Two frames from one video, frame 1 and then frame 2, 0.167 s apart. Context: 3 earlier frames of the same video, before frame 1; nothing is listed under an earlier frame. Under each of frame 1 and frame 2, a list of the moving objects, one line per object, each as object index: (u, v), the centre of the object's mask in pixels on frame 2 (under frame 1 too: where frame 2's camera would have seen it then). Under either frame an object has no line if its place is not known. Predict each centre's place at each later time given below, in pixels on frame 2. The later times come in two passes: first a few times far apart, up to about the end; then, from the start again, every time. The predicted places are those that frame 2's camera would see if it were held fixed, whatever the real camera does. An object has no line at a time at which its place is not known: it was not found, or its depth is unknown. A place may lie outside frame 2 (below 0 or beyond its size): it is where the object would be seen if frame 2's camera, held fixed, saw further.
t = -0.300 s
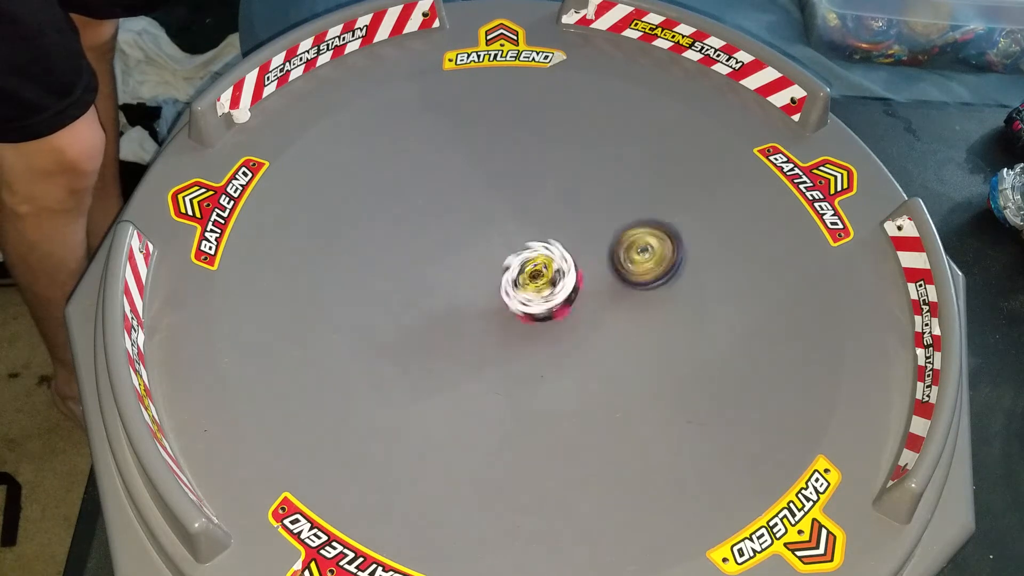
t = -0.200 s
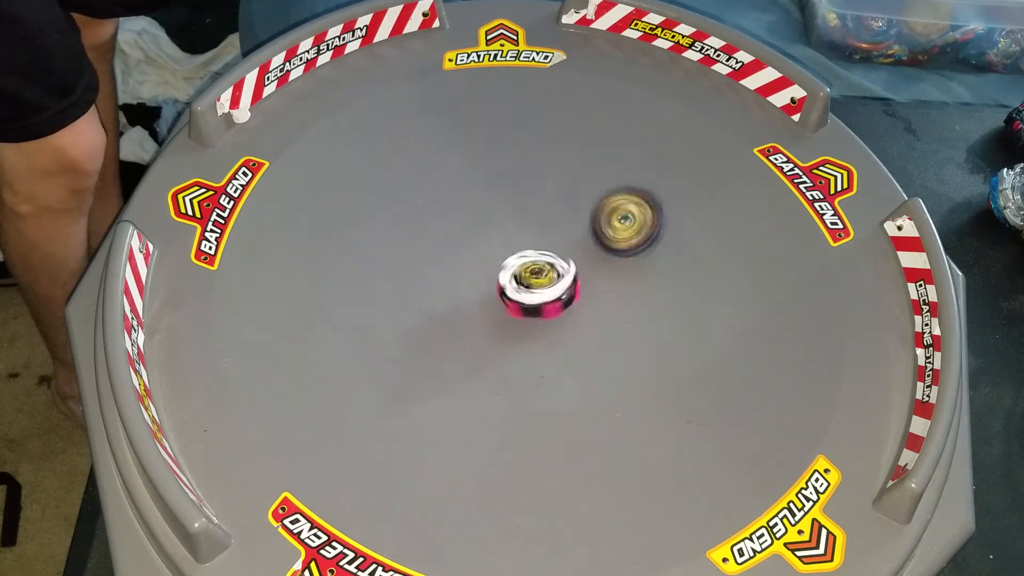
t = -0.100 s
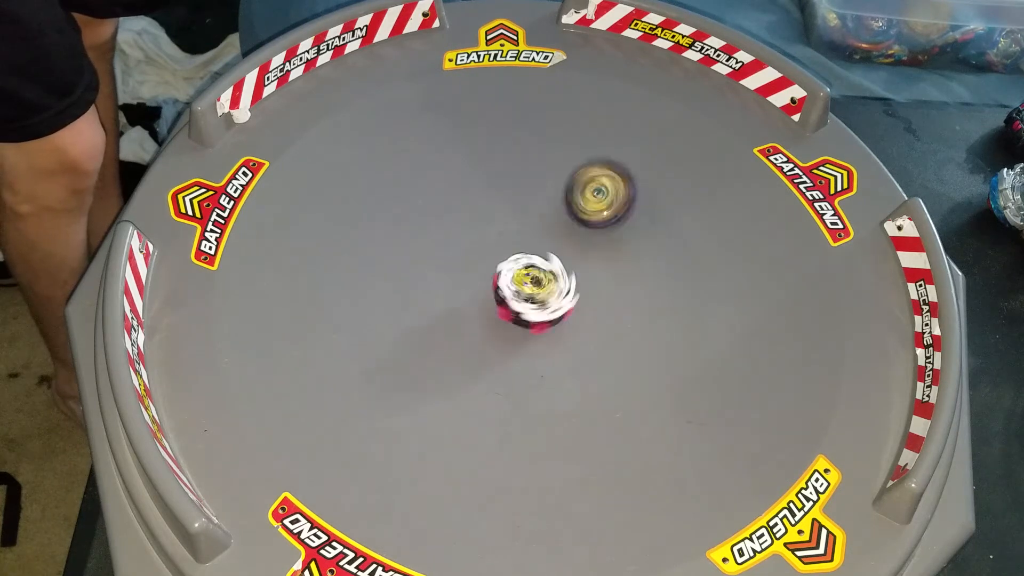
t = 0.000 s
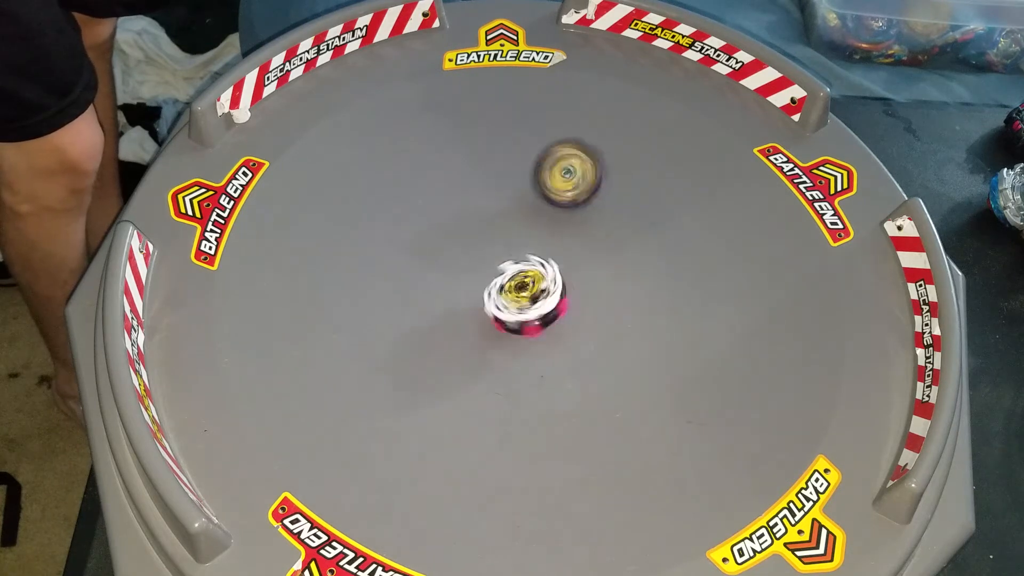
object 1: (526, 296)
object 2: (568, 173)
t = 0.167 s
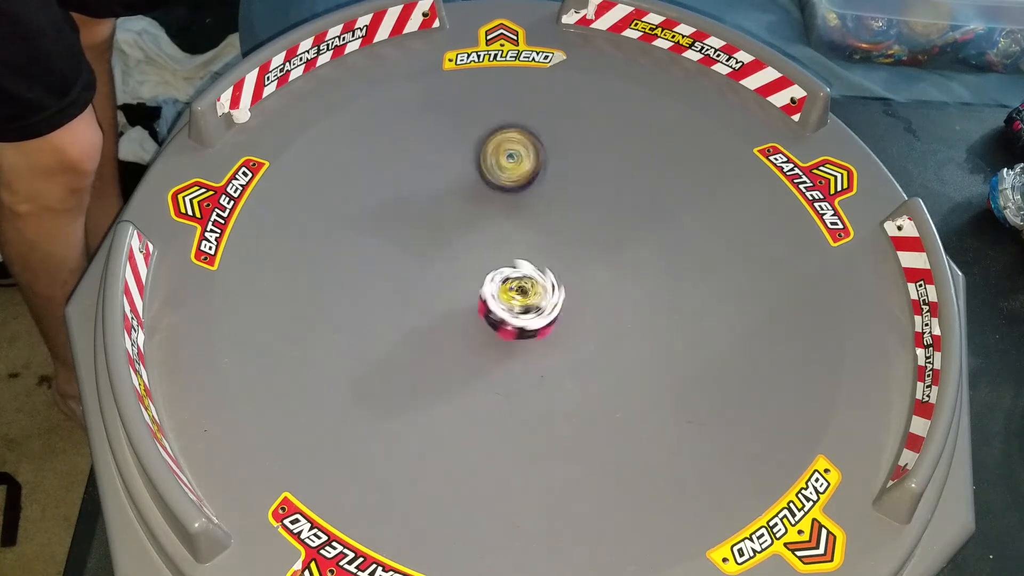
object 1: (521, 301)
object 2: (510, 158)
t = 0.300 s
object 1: (516, 304)
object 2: (465, 162)
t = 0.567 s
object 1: (516, 296)
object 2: (397, 215)
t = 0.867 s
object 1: (525, 283)
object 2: (401, 319)
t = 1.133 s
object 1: (528, 278)
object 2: (486, 392)
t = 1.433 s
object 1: (528, 277)
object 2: (607, 391)
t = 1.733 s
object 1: (527, 276)
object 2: (652, 311)
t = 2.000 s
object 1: (527, 277)
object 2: (611, 232)
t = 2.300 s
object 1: (522, 279)
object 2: (514, 187)
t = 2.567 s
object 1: (517, 283)
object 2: (429, 204)
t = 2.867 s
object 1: (516, 287)
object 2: (397, 278)
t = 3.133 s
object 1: (518, 283)
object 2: (451, 349)
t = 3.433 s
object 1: (521, 282)
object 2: (560, 366)
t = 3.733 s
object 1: (521, 282)
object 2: (626, 310)
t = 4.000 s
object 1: (521, 282)
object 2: (605, 245)
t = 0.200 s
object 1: (517, 302)
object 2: (499, 157)
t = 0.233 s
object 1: (515, 303)
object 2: (487, 158)
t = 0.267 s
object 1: (515, 304)
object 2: (475, 159)
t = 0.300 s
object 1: (516, 304)
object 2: (465, 162)
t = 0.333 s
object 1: (516, 303)
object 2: (454, 165)
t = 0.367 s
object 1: (516, 301)
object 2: (443, 170)
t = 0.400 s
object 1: (517, 300)
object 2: (434, 175)
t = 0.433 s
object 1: (517, 298)
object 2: (425, 182)
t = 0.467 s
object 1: (516, 298)
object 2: (417, 189)
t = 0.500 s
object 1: (515, 298)
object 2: (409, 197)
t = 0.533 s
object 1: (514, 297)
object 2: (402, 206)
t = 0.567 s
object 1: (516, 296)
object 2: (397, 215)
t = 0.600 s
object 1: (519, 295)
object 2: (392, 226)
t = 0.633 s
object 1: (521, 294)
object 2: (388, 236)
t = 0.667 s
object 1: (520, 292)
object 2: (386, 247)
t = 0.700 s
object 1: (519, 289)
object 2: (385, 259)
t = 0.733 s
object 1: (519, 287)
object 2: (386, 271)
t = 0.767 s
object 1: (521, 286)
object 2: (388, 283)
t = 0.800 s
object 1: (523, 285)
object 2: (391, 295)
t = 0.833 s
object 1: (524, 284)
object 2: (395, 307)
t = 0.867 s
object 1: (525, 283)
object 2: (401, 319)
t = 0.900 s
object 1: (525, 281)
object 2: (408, 330)
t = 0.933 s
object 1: (525, 279)
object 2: (416, 341)
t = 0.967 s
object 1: (525, 277)
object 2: (426, 352)
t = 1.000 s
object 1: (524, 277)
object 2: (437, 362)
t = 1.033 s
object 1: (524, 276)
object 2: (447, 371)
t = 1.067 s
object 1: (524, 277)
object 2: (459, 379)
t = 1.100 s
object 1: (526, 278)
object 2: (472, 386)
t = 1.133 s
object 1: (528, 278)
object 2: (486, 392)
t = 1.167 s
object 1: (529, 278)
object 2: (501, 398)
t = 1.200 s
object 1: (529, 277)
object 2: (514, 402)
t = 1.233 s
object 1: (528, 276)
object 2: (529, 404)
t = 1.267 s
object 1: (527, 274)
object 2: (543, 404)
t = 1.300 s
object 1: (526, 274)
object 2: (558, 404)
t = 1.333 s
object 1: (527, 276)
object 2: (570, 403)
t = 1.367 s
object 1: (527, 277)
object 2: (582, 400)
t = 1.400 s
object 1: (527, 277)
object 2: (594, 396)
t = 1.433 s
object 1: (528, 277)
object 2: (607, 391)
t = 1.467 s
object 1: (528, 276)
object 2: (615, 385)
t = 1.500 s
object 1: (528, 276)
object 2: (625, 377)
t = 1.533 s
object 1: (528, 277)
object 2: (632, 370)
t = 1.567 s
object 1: (527, 278)
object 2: (639, 361)
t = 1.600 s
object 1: (526, 278)
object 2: (643, 353)
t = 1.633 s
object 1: (526, 277)
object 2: (648, 342)
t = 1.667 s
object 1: (525, 276)
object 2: (650, 333)
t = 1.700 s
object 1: (525, 276)
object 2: (651, 322)
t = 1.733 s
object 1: (527, 276)
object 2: (652, 311)
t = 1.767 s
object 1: (527, 276)
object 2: (649, 301)
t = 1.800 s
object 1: (527, 276)
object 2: (647, 289)
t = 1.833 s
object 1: (526, 276)
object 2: (644, 280)
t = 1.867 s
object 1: (526, 276)
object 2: (638, 269)
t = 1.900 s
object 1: (526, 276)
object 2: (633, 259)
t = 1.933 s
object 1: (527, 277)
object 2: (626, 249)
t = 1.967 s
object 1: (527, 277)
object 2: (619, 240)
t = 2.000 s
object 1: (527, 277)
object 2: (611, 232)
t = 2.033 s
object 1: (526, 277)
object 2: (602, 224)
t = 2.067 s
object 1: (525, 277)
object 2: (592, 217)
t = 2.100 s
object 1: (525, 277)
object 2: (583, 210)
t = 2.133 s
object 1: (524, 278)
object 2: (572, 204)
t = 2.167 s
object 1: (524, 278)
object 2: (561, 199)
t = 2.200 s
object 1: (524, 278)
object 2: (549, 195)
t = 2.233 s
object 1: (523, 279)
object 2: (538, 191)
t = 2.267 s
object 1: (523, 279)
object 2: (527, 189)
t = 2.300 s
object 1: (522, 279)
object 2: (514, 187)
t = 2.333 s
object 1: (521, 280)
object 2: (503, 186)
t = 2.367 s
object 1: (520, 280)
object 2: (490, 186)
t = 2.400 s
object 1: (520, 280)
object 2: (479, 187)
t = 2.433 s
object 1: (519, 281)
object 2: (468, 188)
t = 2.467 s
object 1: (518, 281)
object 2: (458, 191)
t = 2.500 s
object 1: (518, 282)
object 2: (447, 194)
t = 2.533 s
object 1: (517, 283)
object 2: (438, 198)
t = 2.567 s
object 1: (517, 283)
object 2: (429, 204)
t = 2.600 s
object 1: (516, 284)
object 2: (422, 209)
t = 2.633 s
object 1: (516, 285)
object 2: (414, 216)
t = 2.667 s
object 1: (516, 286)
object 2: (408, 223)
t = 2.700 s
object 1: (516, 286)
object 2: (403, 231)
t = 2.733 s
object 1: (516, 286)
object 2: (400, 240)
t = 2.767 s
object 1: (516, 287)
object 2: (397, 249)
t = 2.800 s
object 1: (516, 287)
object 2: (395, 258)
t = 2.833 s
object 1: (516, 287)
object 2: (396, 268)
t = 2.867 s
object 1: (516, 287)
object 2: (397, 278)
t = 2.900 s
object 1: (516, 286)
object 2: (399, 288)
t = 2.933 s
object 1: (516, 286)
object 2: (403, 298)
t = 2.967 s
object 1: (516, 285)
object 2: (408, 307)
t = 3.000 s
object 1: (516, 285)
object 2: (415, 316)
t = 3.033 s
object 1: (516, 284)
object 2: (423, 326)
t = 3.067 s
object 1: (517, 284)
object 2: (431, 333)
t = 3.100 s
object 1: (517, 283)
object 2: (441, 342)
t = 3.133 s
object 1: (518, 283)
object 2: (451, 349)
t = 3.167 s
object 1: (518, 282)
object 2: (462, 354)
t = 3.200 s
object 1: (519, 282)
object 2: (473, 360)
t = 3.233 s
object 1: (519, 282)
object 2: (486, 363)
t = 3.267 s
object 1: (519, 282)
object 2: (498, 367)
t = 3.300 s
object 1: (520, 282)
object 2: (511, 368)
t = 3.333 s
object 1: (520, 282)
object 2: (524, 371)
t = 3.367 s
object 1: (520, 282)
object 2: (536, 369)
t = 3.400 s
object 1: (521, 282)
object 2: (549, 369)
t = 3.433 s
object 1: (521, 282)
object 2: (560, 366)
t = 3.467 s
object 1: (521, 282)
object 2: (572, 364)
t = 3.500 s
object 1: (521, 282)
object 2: (582, 359)
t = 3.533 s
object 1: (521, 282)
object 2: (592, 355)
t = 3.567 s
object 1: (521, 282)
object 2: (600, 347)
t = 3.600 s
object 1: (521, 282)
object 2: (608, 342)
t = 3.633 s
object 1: (521, 282)
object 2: (615, 334)
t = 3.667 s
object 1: (520, 282)
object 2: (619, 327)
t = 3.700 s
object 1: (521, 282)
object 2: (624, 317)
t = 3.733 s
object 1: (521, 282)
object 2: (626, 310)
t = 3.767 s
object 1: (521, 282)
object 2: (628, 301)
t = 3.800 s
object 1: (521, 282)
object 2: (627, 293)
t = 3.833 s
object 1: (521, 282)
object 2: (627, 284)
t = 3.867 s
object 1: (521, 282)
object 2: (624, 276)
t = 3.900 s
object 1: (521, 282)
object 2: (621, 267)
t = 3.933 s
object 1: (521, 282)
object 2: (617, 259)
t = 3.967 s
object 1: (521, 282)
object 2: (611, 252)
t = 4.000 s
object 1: (521, 282)
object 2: (605, 245)
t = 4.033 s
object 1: (521, 282)
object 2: (597, 239)
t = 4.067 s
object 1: (521, 282)
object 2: (590, 234)
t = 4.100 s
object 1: (521, 282)
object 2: (582, 229)
